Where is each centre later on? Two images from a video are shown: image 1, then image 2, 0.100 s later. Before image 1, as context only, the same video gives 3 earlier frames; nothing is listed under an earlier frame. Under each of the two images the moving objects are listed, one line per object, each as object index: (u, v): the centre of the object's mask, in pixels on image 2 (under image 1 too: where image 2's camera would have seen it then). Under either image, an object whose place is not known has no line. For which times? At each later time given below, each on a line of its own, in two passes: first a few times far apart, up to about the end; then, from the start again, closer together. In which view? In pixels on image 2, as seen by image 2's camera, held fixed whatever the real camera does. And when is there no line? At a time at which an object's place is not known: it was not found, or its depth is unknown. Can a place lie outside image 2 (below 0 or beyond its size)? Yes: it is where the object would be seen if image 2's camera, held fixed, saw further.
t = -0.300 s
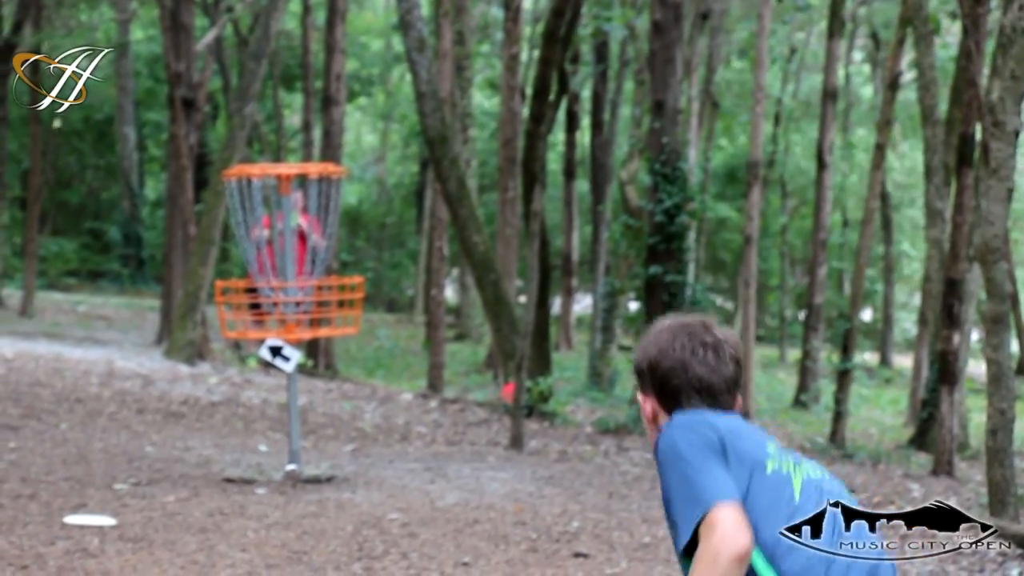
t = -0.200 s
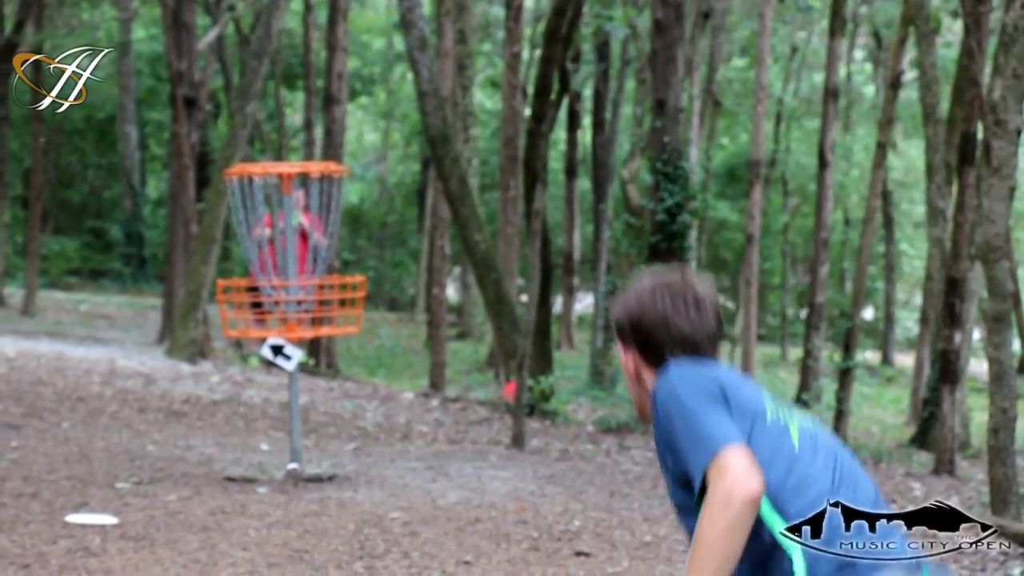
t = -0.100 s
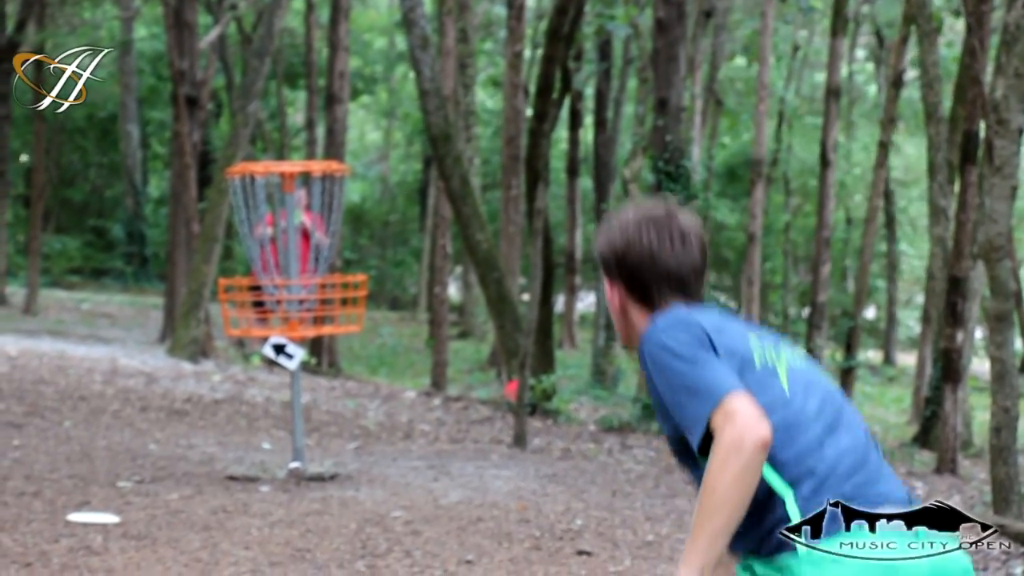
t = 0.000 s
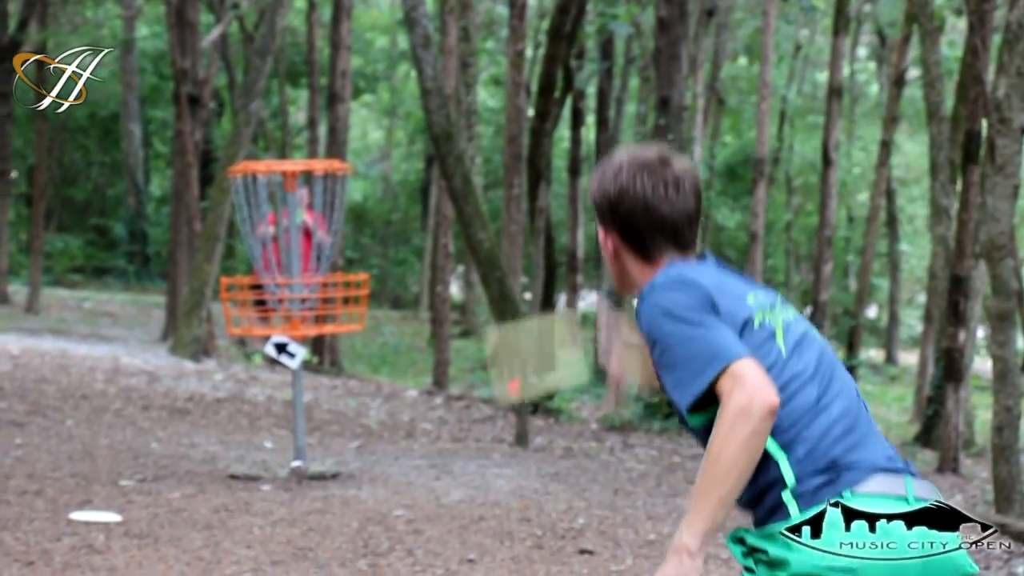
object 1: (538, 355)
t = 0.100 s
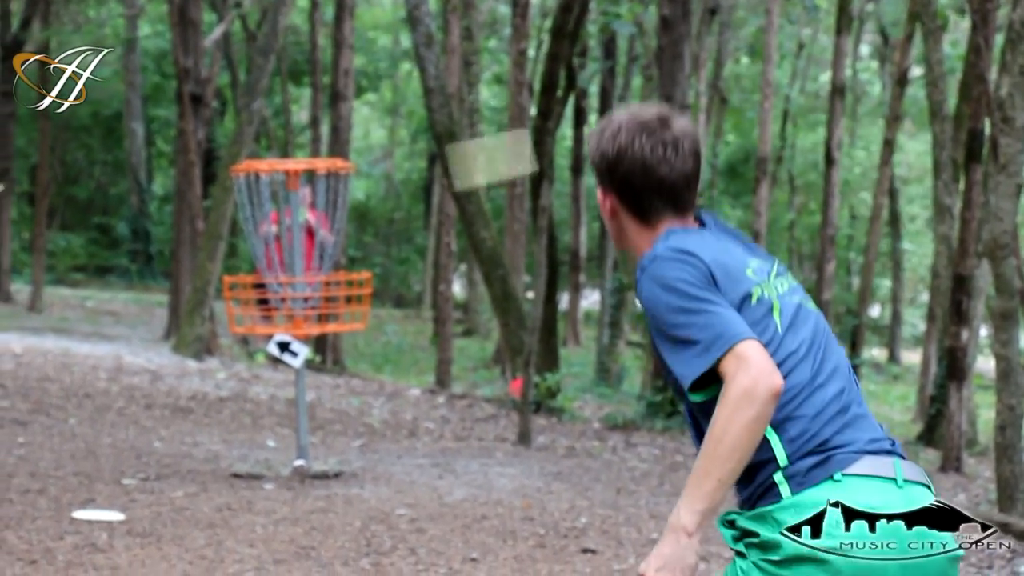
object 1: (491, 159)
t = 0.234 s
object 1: (449, 28)
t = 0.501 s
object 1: (398, 16)
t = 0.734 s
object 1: (357, 110)
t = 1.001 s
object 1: (305, 220)
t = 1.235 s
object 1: (284, 253)
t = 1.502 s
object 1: (286, 273)
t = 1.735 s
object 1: (287, 276)
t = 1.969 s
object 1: (289, 278)
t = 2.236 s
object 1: (288, 281)
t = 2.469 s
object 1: (289, 282)
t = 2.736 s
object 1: (288, 282)
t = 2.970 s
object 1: (288, 281)
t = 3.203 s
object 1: (288, 281)
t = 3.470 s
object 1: (288, 281)
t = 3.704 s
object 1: (288, 281)
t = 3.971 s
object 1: (288, 281)
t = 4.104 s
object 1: (288, 282)
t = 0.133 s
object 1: (478, 114)
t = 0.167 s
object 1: (468, 78)
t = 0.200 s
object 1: (459, 50)
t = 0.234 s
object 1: (449, 28)
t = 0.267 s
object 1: (440, 13)
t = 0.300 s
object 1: (427, 6)
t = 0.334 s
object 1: (404, 4)
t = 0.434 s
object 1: (395, 6)
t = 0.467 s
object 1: (397, 10)
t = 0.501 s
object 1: (398, 16)
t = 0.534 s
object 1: (392, 28)
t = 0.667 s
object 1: (368, 81)
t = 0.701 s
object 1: (362, 96)
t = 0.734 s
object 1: (357, 110)
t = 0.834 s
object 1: (340, 154)
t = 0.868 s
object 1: (331, 170)
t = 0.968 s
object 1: (308, 216)
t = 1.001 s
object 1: (305, 220)
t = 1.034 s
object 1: (298, 223)
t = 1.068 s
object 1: (291, 227)
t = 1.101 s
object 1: (285, 232)
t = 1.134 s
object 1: (283, 232)
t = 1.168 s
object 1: (283, 239)
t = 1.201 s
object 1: (283, 244)
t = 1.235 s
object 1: (284, 253)
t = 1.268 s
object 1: (285, 257)
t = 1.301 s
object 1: (286, 258)
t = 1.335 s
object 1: (288, 262)
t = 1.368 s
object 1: (288, 264)
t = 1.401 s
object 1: (288, 271)
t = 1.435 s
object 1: (287, 270)
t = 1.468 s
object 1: (288, 271)
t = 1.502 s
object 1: (286, 273)
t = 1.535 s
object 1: (286, 273)
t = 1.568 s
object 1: (287, 274)
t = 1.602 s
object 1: (287, 274)
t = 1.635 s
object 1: (287, 274)
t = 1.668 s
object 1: (287, 275)
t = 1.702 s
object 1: (287, 275)
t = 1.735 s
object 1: (287, 276)
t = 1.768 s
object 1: (288, 276)
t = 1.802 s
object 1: (288, 276)
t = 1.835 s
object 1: (288, 277)
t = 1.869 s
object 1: (288, 277)
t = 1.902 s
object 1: (289, 277)
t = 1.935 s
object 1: (289, 277)
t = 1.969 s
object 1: (289, 278)
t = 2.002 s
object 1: (288, 279)
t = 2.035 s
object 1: (288, 278)
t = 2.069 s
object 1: (288, 279)
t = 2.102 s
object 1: (288, 279)
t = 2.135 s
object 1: (288, 280)
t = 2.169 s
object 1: (289, 280)
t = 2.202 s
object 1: (288, 281)
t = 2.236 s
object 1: (288, 281)
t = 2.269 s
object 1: (288, 281)
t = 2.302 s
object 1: (288, 281)
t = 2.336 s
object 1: (289, 281)
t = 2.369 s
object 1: (289, 282)
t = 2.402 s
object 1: (288, 281)
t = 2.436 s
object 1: (288, 281)
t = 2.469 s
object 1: (289, 282)
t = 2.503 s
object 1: (289, 282)
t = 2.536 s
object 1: (289, 282)
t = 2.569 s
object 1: (289, 282)
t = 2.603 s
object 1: (289, 281)
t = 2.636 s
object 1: (288, 282)
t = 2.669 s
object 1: (288, 281)
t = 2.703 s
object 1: (288, 282)
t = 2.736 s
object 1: (288, 282)
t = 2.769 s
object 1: (289, 281)
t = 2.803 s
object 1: (288, 281)
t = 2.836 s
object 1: (288, 281)
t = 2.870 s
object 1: (288, 281)
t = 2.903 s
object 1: (288, 282)
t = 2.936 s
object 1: (288, 281)
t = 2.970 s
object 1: (288, 281)
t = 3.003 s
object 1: (288, 281)
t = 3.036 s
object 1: (288, 281)
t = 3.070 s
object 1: (289, 281)
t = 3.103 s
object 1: (288, 281)
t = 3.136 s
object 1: (288, 281)
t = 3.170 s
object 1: (288, 281)
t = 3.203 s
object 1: (288, 281)
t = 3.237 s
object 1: (289, 281)
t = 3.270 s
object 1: (289, 281)
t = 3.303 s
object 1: (288, 281)
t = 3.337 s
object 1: (288, 281)
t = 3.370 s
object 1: (288, 281)
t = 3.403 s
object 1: (288, 281)
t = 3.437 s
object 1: (288, 281)
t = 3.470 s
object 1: (288, 281)
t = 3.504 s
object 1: (288, 281)
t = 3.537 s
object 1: (288, 281)
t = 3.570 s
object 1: (288, 281)
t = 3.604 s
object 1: (288, 281)
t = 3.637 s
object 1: (288, 281)
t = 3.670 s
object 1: (288, 281)
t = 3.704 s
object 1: (288, 281)
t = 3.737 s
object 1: (288, 281)
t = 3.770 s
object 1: (288, 281)
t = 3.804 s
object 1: (288, 281)
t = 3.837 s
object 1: (287, 281)
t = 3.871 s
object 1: (287, 281)
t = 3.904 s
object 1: (287, 282)
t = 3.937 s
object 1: (287, 282)
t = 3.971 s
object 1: (288, 281)
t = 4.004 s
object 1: (287, 282)
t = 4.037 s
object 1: (287, 282)
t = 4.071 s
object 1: (288, 282)
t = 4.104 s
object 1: (288, 282)
